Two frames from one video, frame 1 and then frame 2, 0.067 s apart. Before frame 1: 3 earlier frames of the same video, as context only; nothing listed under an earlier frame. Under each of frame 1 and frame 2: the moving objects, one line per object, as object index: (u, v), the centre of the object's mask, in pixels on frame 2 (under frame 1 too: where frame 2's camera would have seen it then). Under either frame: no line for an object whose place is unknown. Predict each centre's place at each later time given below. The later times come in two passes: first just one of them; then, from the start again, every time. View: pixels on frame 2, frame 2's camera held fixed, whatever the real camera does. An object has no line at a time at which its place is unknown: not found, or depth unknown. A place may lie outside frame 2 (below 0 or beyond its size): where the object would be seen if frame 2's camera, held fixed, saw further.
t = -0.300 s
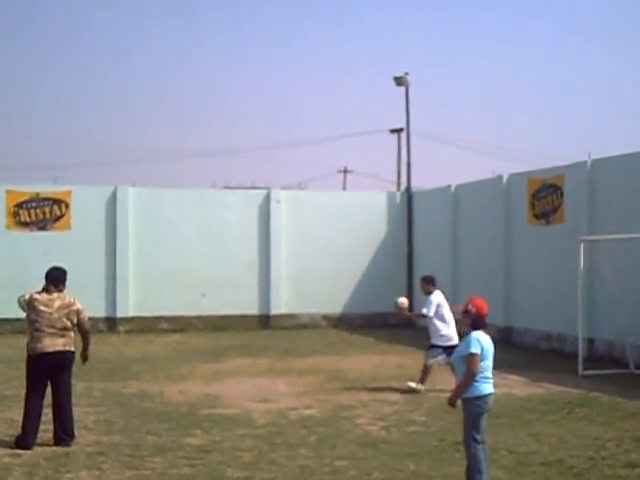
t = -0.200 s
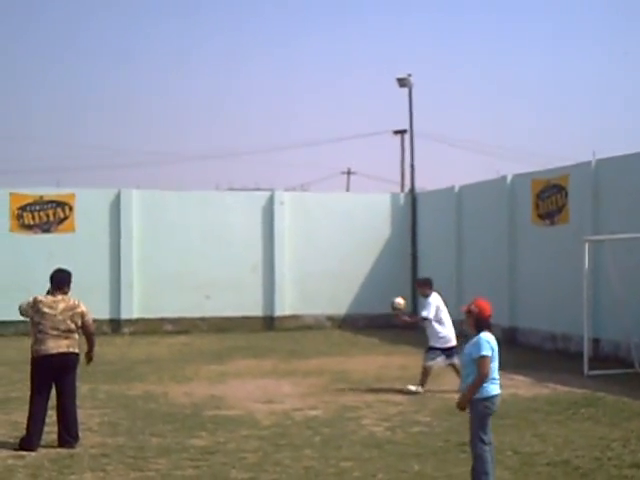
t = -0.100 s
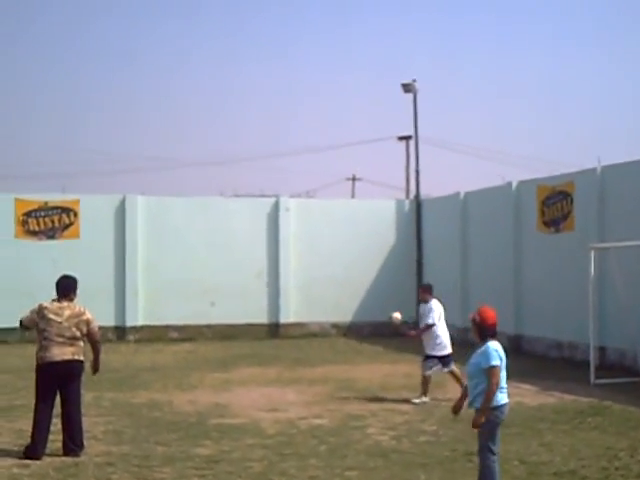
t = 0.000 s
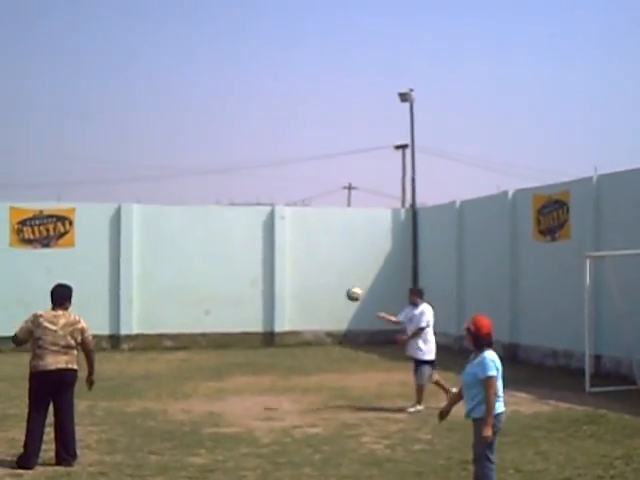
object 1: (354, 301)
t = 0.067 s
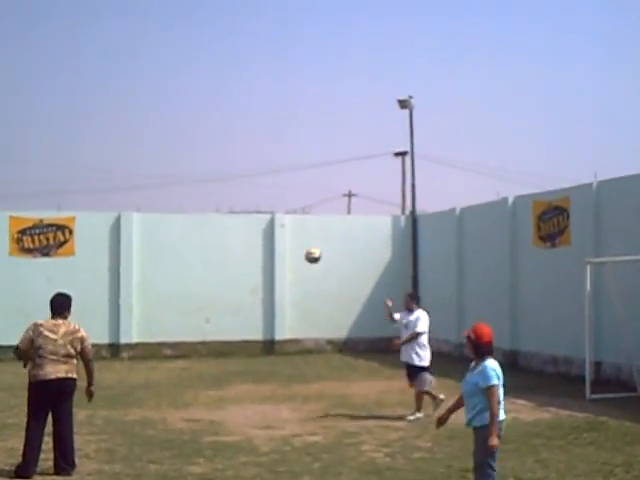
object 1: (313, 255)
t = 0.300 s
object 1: (153, 110)
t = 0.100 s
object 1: (291, 233)
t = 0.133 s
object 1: (270, 211)
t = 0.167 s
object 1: (247, 190)
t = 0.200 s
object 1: (225, 170)
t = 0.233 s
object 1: (201, 149)
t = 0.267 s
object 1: (177, 130)
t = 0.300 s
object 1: (153, 110)
